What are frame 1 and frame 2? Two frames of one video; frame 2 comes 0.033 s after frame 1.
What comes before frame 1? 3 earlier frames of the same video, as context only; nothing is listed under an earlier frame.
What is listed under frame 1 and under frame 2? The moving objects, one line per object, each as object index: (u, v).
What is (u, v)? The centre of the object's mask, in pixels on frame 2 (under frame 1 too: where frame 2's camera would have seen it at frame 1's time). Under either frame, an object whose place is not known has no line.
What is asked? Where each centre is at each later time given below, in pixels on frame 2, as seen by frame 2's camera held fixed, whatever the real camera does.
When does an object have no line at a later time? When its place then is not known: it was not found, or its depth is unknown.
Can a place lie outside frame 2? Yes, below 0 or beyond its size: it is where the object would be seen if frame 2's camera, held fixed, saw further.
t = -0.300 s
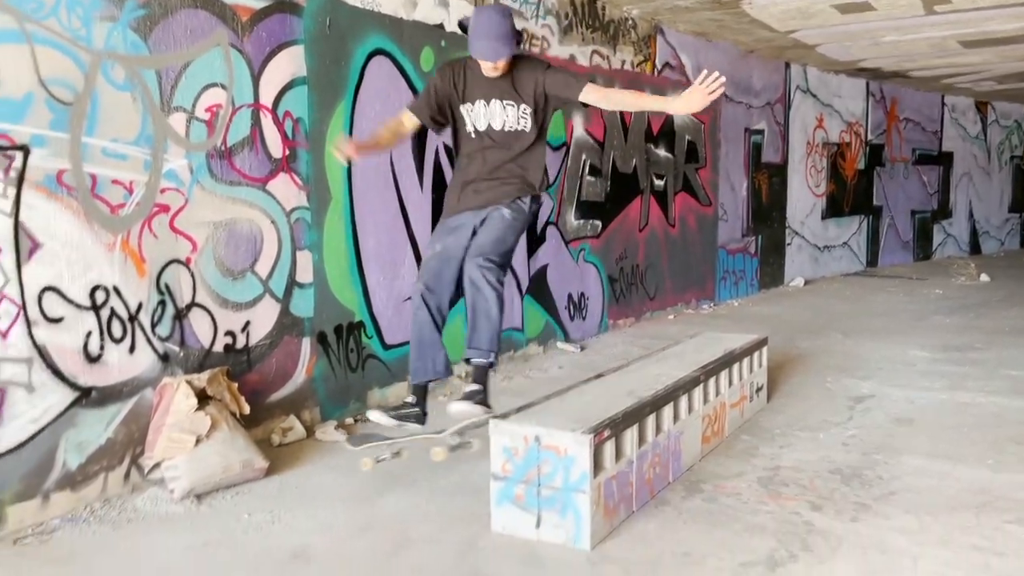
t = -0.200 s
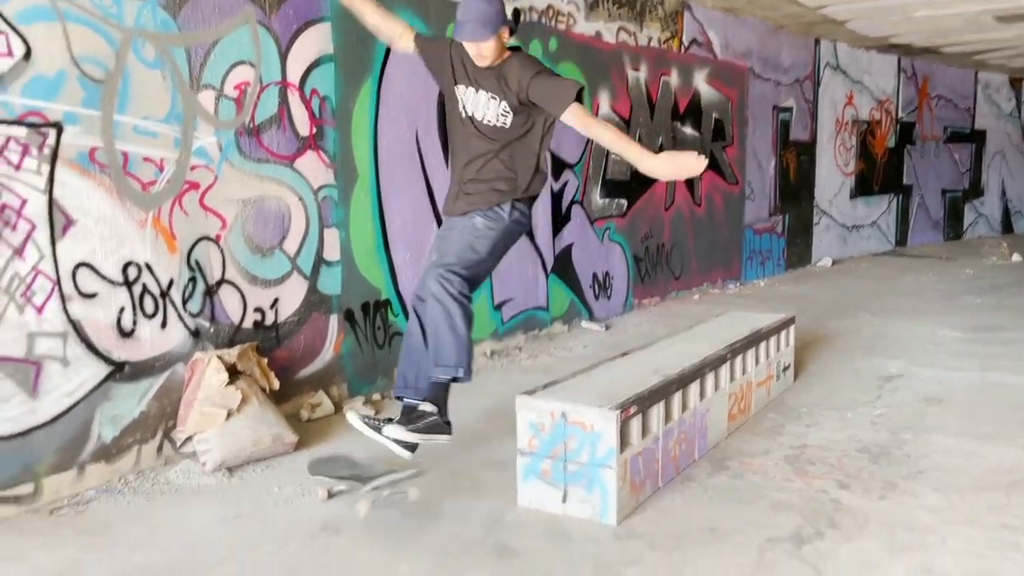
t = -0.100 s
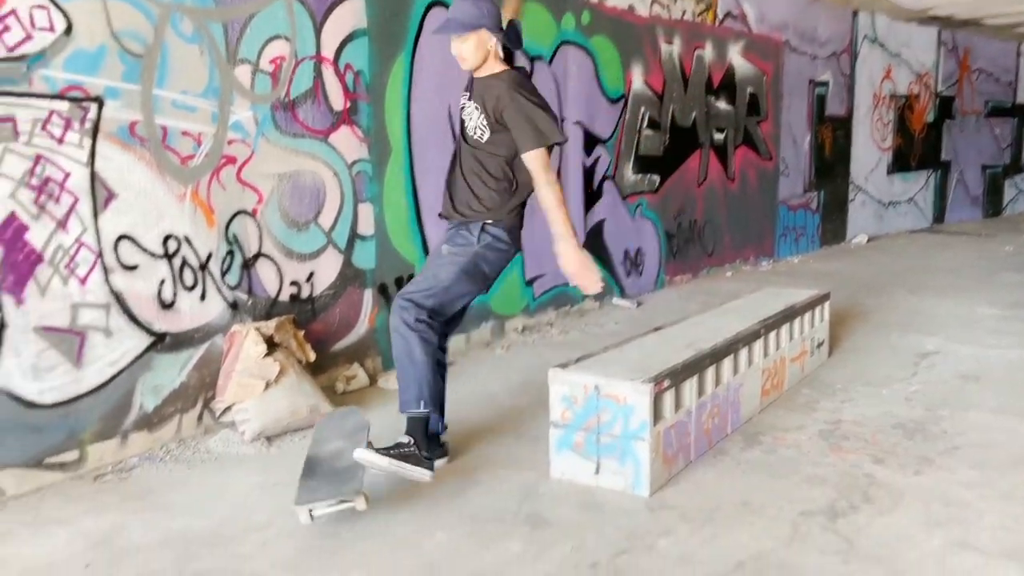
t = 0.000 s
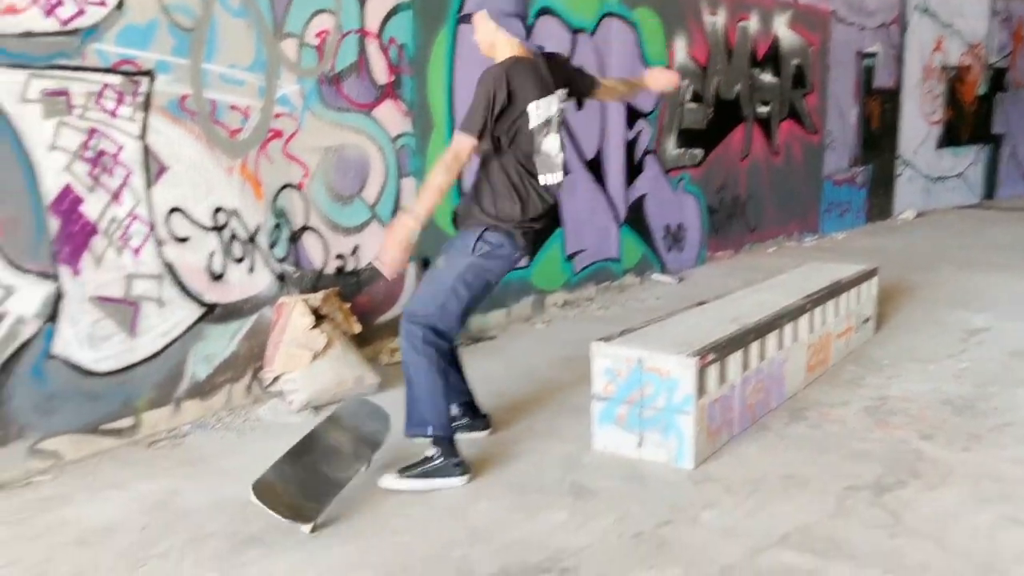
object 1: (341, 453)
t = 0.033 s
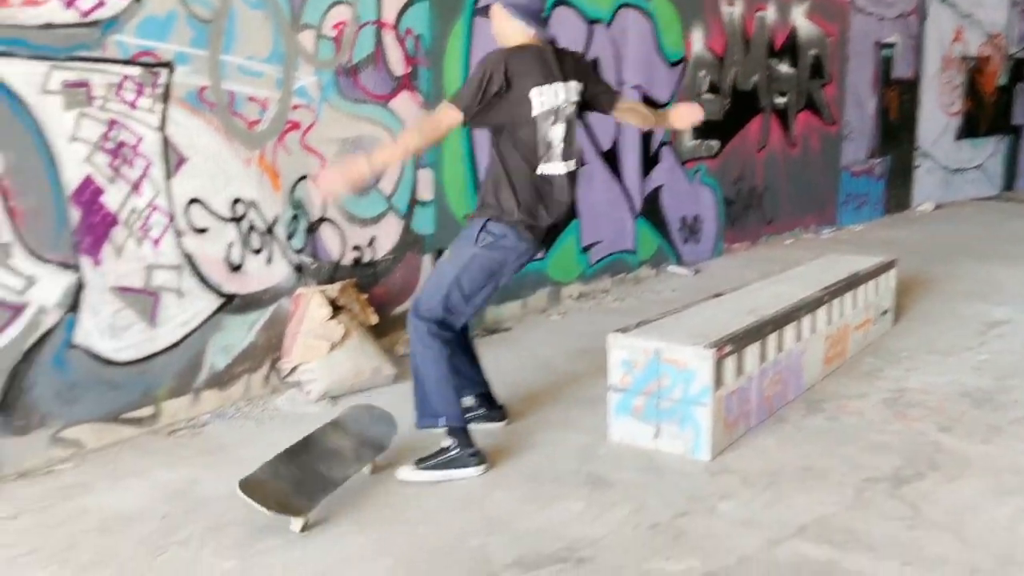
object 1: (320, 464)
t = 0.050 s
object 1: (309, 468)
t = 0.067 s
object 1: (297, 474)
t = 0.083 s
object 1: (285, 481)
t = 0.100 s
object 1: (275, 488)
